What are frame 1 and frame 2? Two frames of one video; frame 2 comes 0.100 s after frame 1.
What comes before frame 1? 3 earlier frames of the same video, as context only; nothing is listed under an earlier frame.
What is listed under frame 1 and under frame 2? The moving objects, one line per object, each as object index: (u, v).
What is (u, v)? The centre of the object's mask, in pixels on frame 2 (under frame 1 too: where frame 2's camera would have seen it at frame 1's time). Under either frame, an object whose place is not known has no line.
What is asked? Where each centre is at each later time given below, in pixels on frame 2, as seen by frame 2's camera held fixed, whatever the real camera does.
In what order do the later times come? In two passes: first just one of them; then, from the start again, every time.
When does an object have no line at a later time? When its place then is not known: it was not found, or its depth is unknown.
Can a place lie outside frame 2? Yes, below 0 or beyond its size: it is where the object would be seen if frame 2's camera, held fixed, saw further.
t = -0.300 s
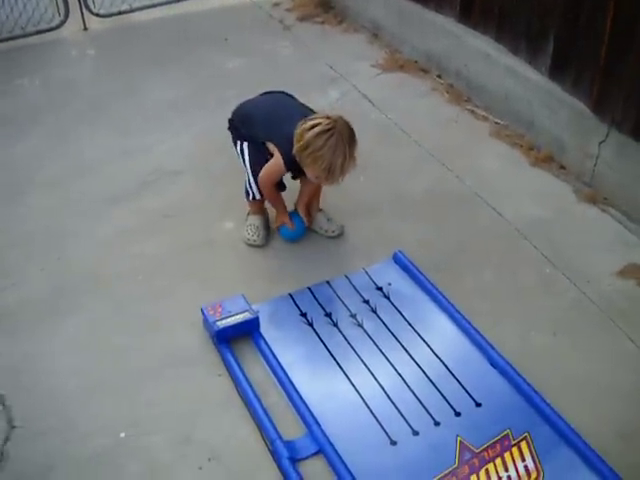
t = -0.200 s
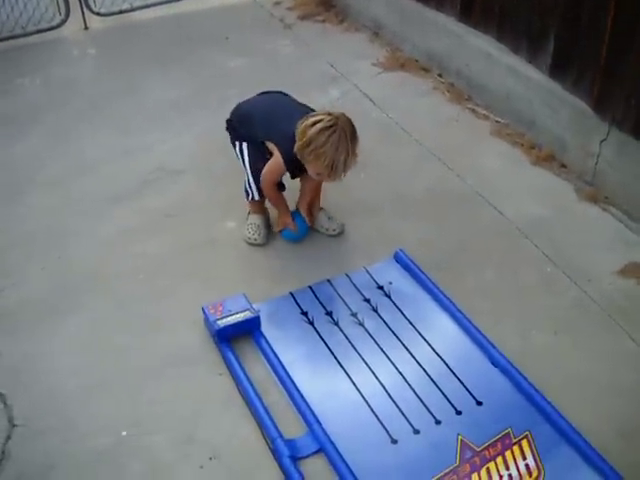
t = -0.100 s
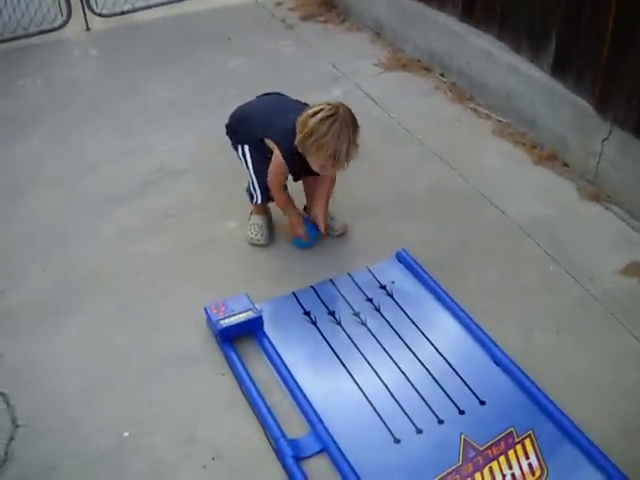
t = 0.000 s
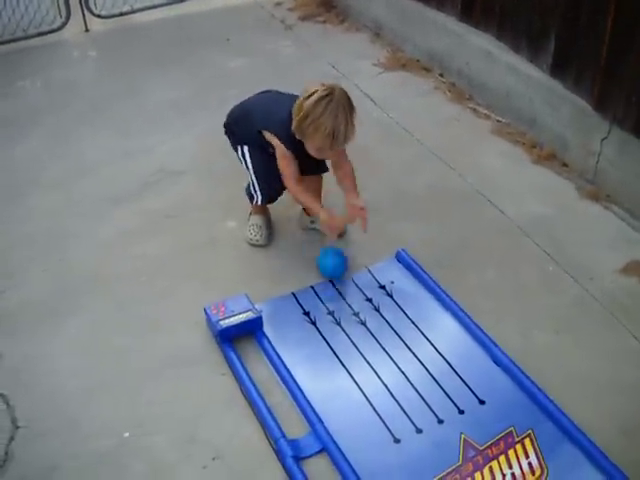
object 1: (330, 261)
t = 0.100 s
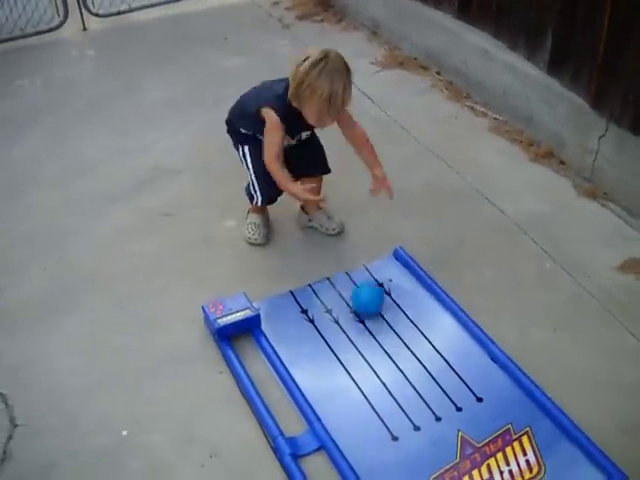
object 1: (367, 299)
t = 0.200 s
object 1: (412, 340)
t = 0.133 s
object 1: (382, 312)
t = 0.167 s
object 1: (397, 326)
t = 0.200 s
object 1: (412, 340)
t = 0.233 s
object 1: (427, 355)
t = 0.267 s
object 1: (445, 370)
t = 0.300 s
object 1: (464, 386)
